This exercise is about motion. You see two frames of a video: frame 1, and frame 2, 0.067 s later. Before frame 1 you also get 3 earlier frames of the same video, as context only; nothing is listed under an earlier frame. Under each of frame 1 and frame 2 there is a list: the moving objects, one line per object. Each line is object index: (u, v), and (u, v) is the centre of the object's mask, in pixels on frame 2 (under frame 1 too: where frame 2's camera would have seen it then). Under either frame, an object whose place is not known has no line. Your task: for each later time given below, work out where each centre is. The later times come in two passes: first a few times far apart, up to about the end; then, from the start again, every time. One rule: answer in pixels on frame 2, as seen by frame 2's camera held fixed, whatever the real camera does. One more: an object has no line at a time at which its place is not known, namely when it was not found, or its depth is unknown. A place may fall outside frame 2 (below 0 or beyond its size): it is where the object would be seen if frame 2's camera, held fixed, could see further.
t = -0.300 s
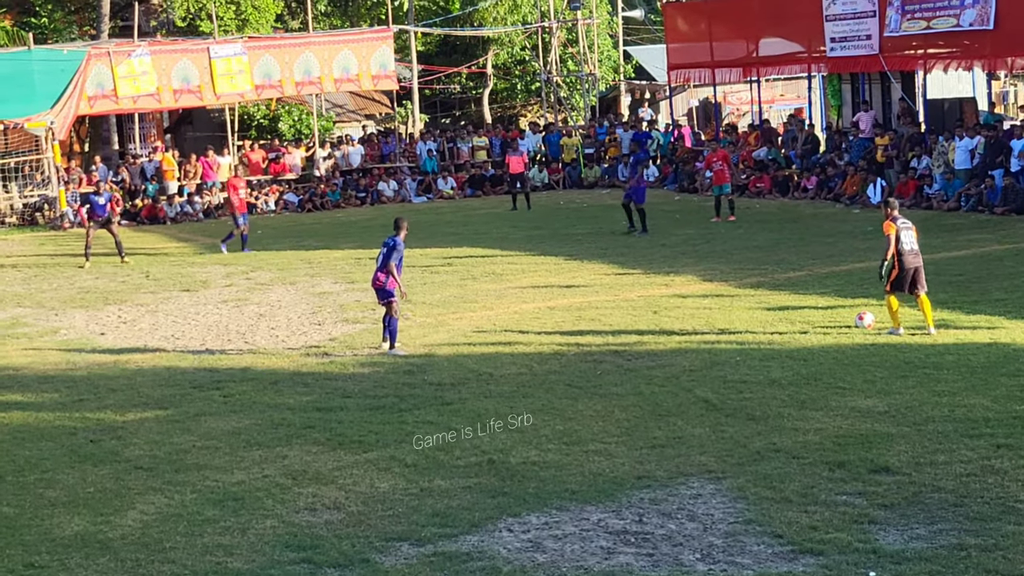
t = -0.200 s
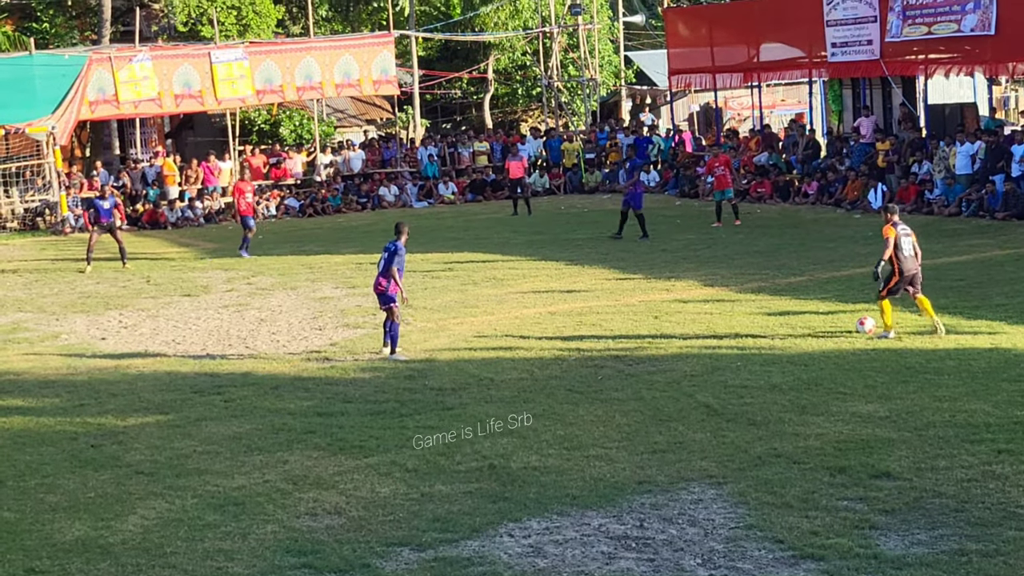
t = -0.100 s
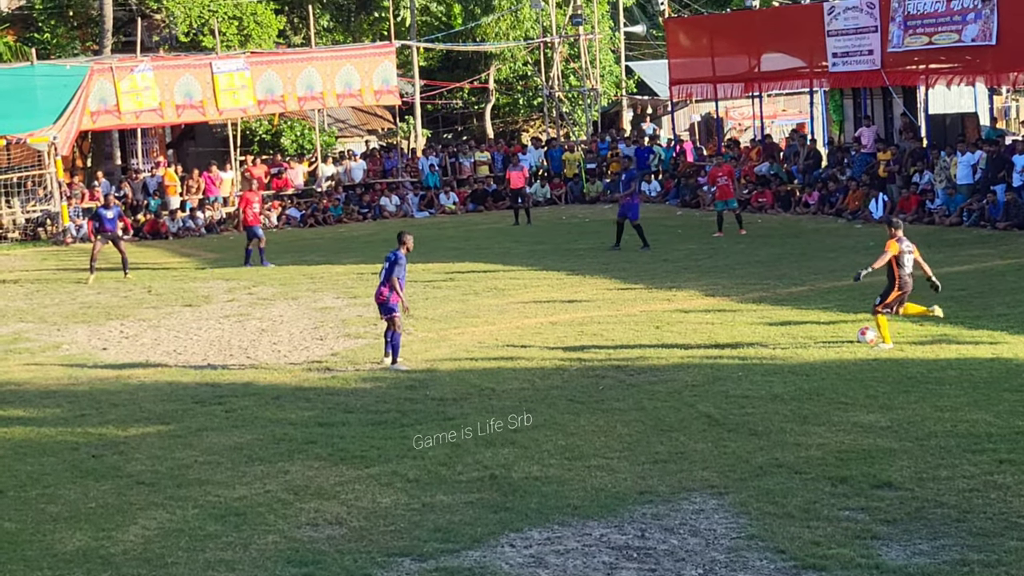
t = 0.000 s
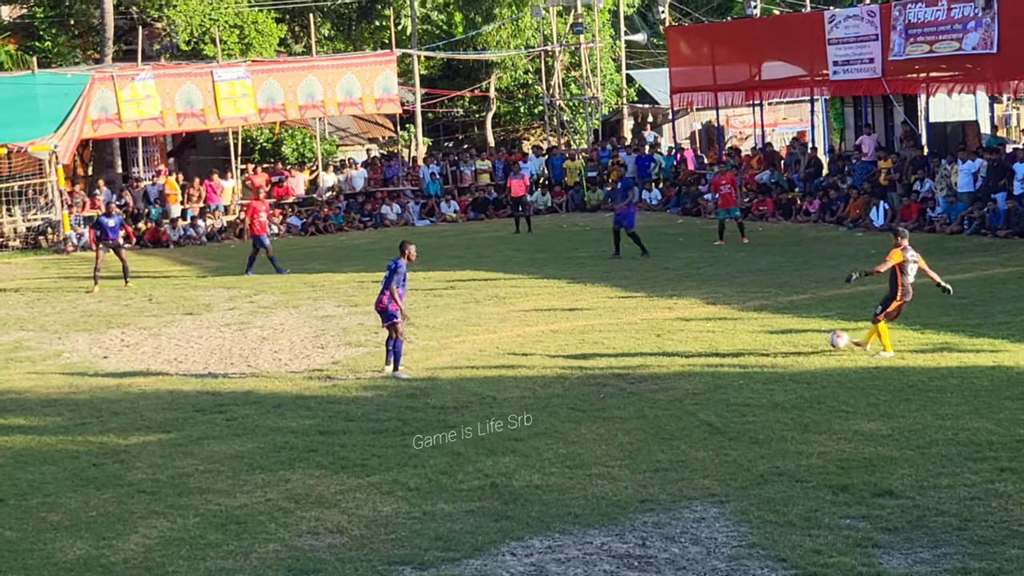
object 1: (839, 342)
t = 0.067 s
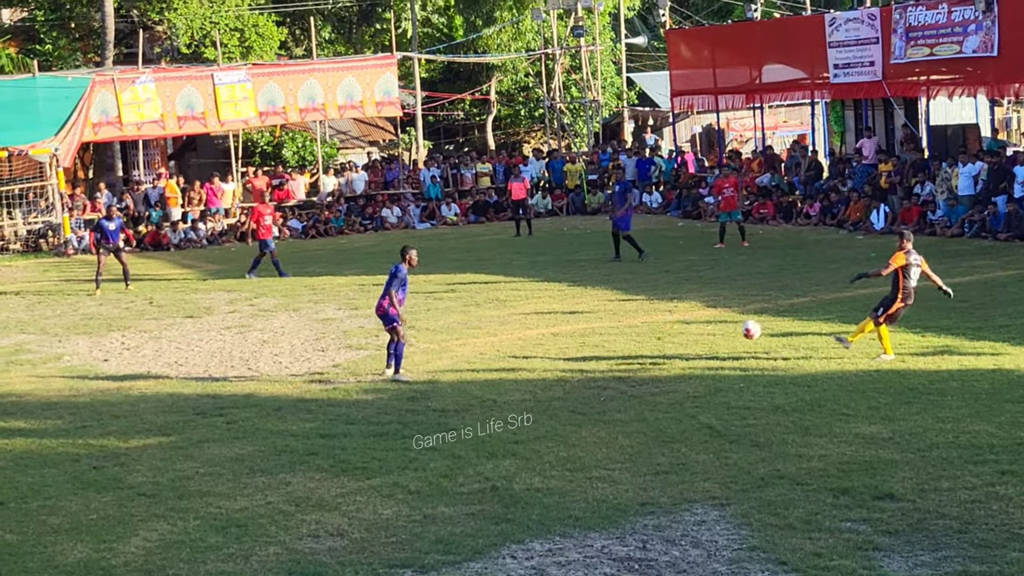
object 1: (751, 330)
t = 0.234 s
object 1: (529, 313)
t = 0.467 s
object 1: (212, 327)
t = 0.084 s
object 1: (729, 327)
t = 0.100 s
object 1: (707, 325)
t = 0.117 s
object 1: (684, 323)
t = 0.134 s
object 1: (662, 320)
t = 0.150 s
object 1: (640, 319)
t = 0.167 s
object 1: (618, 317)
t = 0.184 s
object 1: (596, 316)
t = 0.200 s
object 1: (573, 315)
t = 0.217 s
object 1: (551, 314)
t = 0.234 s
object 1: (529, 313)
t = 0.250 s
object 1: (506, 312)
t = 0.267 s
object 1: (483, 312)
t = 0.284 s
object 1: (461, 312)
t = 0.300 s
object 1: (438, 312)
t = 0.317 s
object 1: (416, 312)
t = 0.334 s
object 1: (391, 313)
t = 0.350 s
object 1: (370, 314)
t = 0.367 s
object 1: (347, 315)
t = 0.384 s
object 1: (324, 316)
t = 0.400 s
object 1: (301, 317)
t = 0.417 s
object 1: (279, 319)
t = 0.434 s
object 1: (256, 322)
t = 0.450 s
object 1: (234, 324)
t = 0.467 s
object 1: (212, 327)
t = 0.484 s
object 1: (189, 330)
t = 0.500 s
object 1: (166, 333)
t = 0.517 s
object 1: (144, 336)
